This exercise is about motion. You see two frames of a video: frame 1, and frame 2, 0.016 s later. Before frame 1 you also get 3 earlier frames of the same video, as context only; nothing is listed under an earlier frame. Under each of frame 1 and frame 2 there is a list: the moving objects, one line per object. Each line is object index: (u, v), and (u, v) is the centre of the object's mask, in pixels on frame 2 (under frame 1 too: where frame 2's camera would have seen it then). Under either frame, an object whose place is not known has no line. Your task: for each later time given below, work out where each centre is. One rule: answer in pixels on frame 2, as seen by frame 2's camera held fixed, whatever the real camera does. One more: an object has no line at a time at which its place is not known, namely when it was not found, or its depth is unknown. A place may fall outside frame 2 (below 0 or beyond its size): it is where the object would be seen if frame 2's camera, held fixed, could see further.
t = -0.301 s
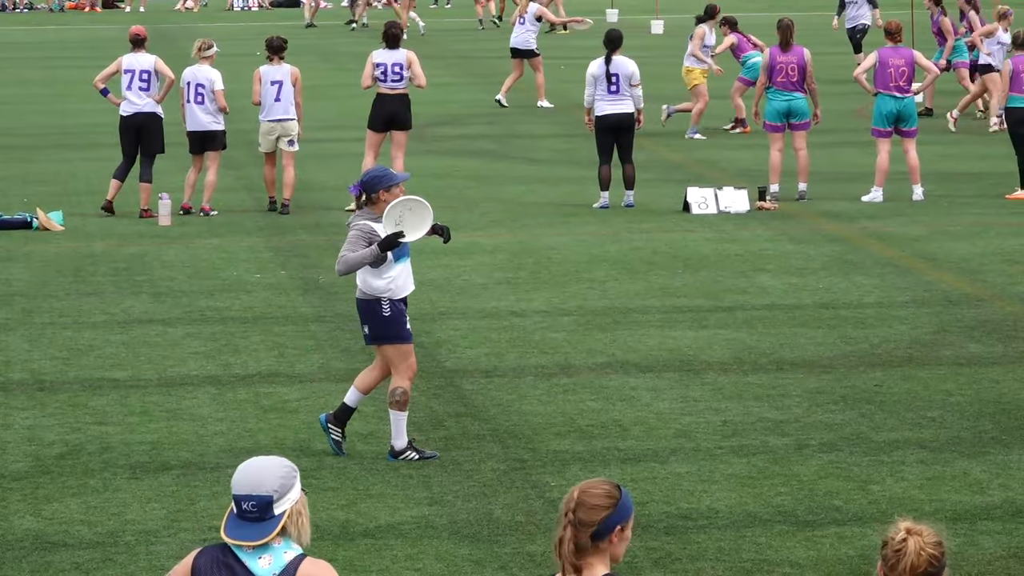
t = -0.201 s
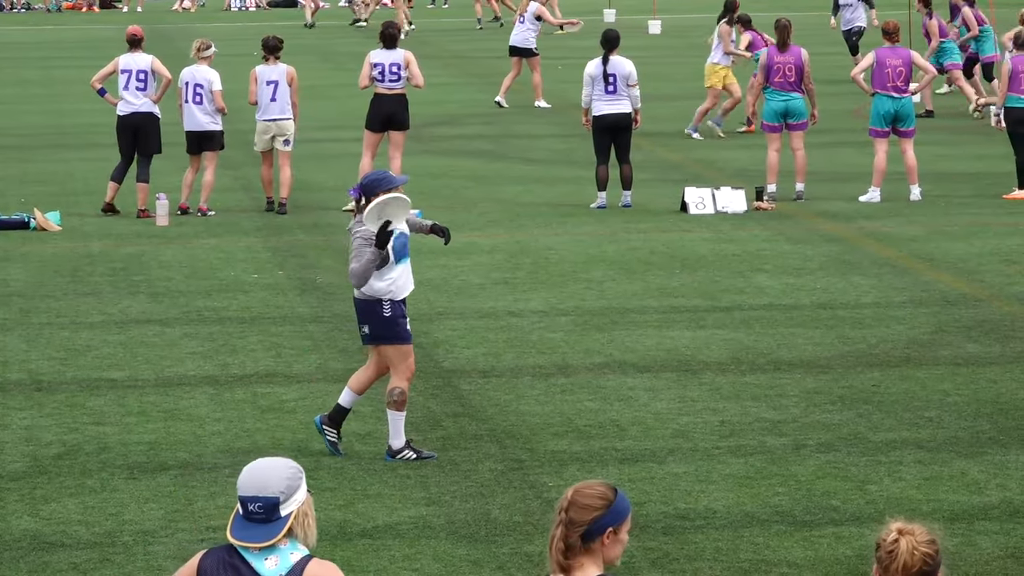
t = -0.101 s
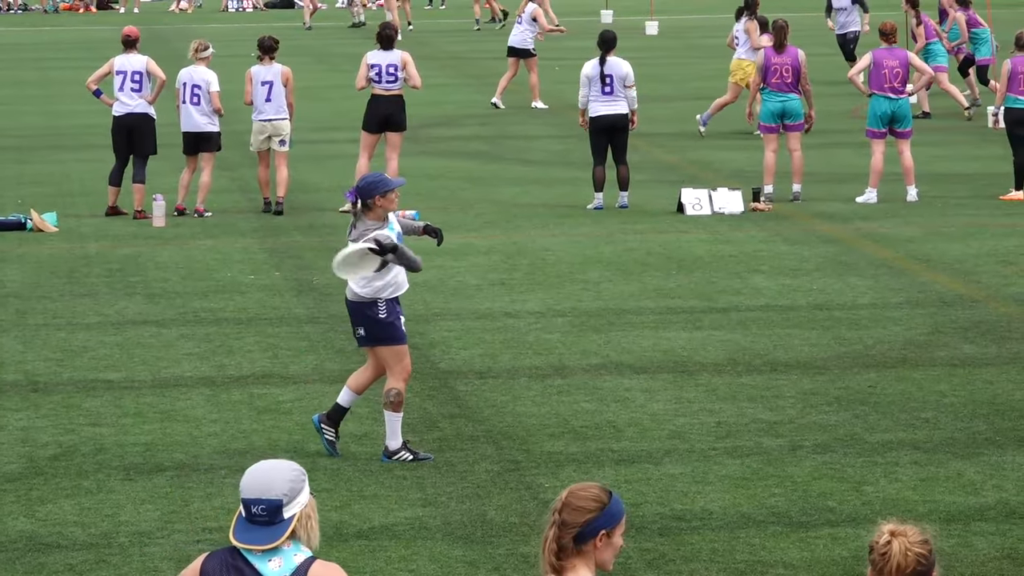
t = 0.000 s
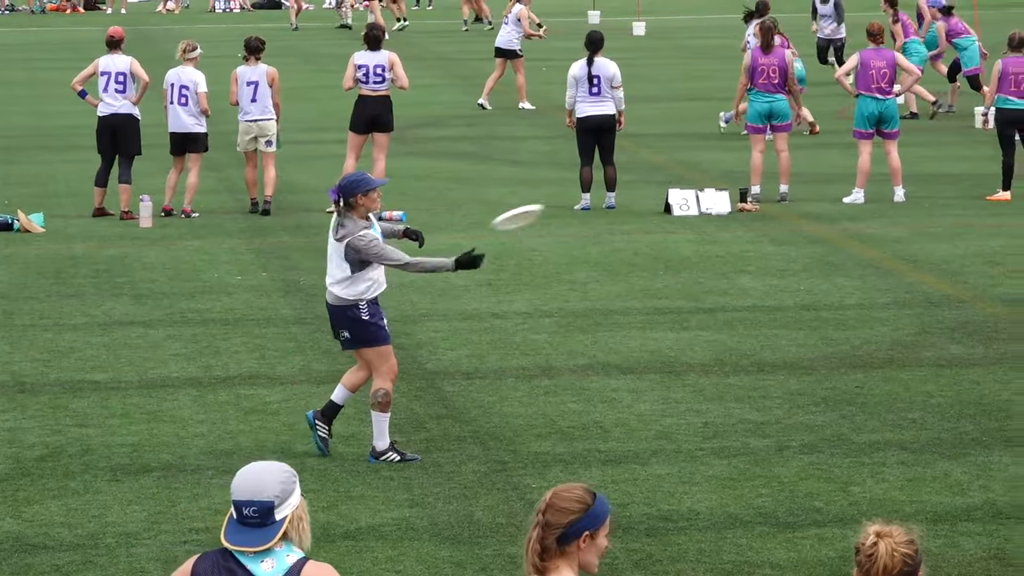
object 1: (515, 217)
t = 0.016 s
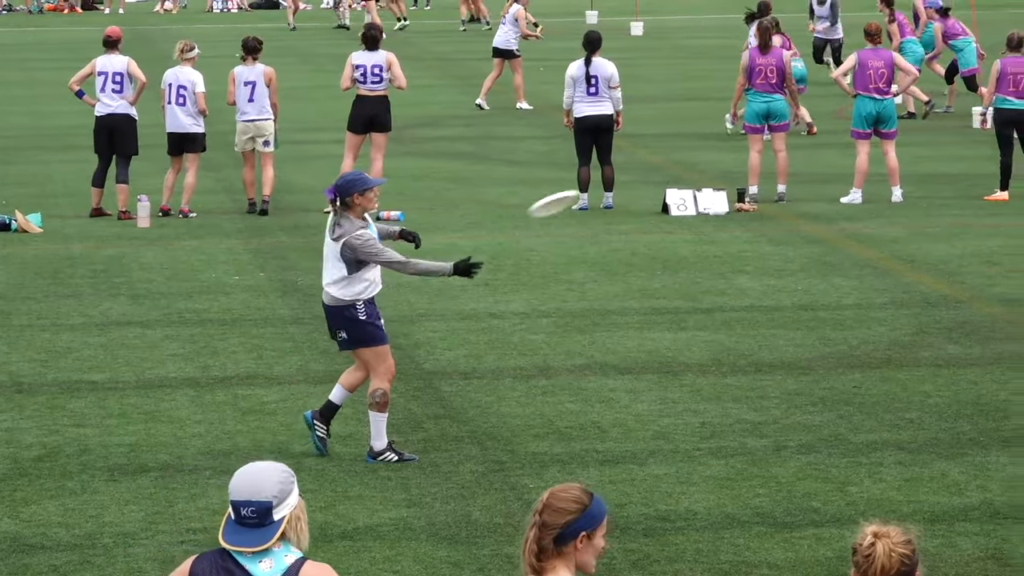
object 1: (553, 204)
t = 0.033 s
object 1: (591, 190)
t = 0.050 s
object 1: (628, 177)
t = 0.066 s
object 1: (663, 165)
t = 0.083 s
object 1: (699, 153)
